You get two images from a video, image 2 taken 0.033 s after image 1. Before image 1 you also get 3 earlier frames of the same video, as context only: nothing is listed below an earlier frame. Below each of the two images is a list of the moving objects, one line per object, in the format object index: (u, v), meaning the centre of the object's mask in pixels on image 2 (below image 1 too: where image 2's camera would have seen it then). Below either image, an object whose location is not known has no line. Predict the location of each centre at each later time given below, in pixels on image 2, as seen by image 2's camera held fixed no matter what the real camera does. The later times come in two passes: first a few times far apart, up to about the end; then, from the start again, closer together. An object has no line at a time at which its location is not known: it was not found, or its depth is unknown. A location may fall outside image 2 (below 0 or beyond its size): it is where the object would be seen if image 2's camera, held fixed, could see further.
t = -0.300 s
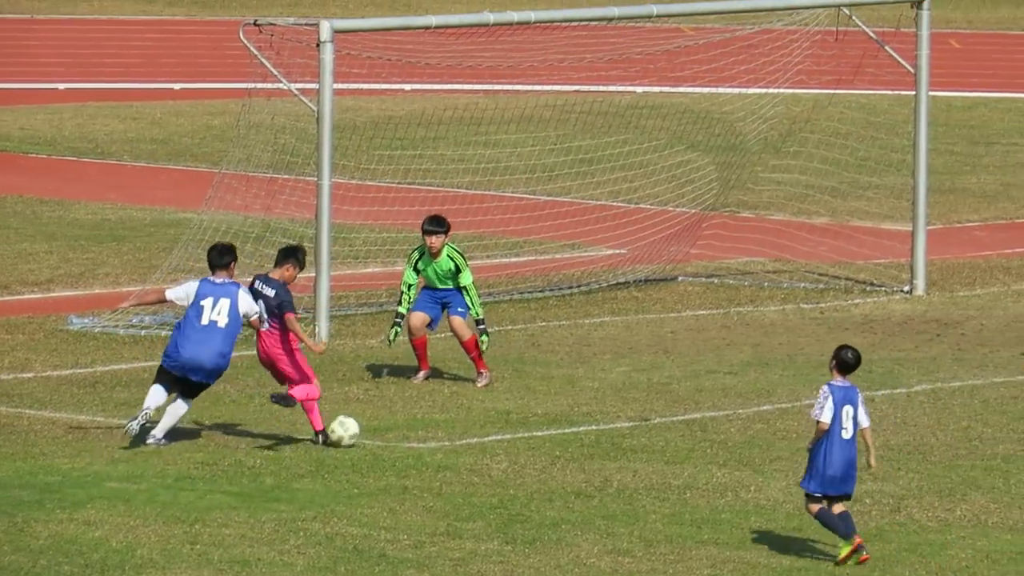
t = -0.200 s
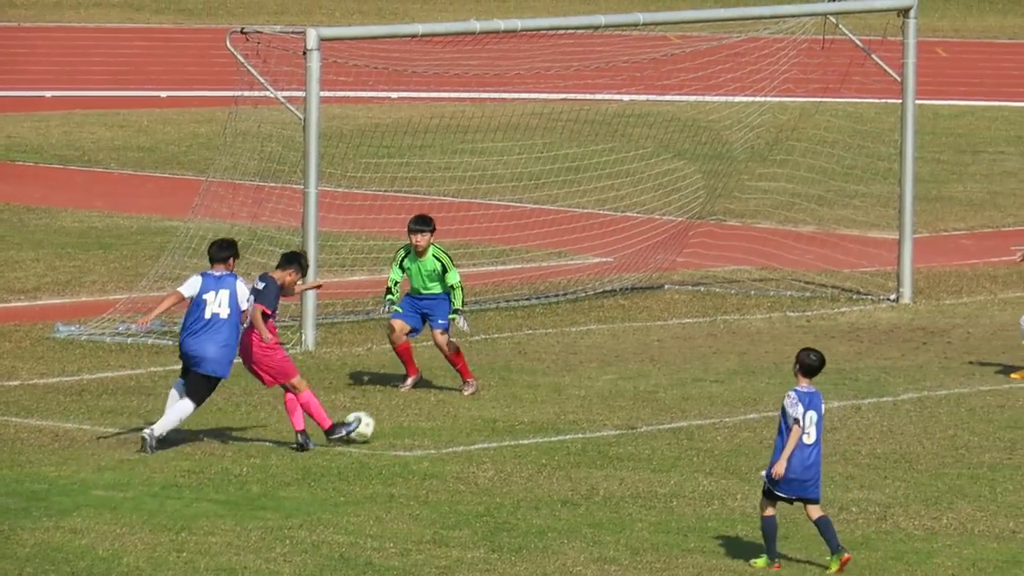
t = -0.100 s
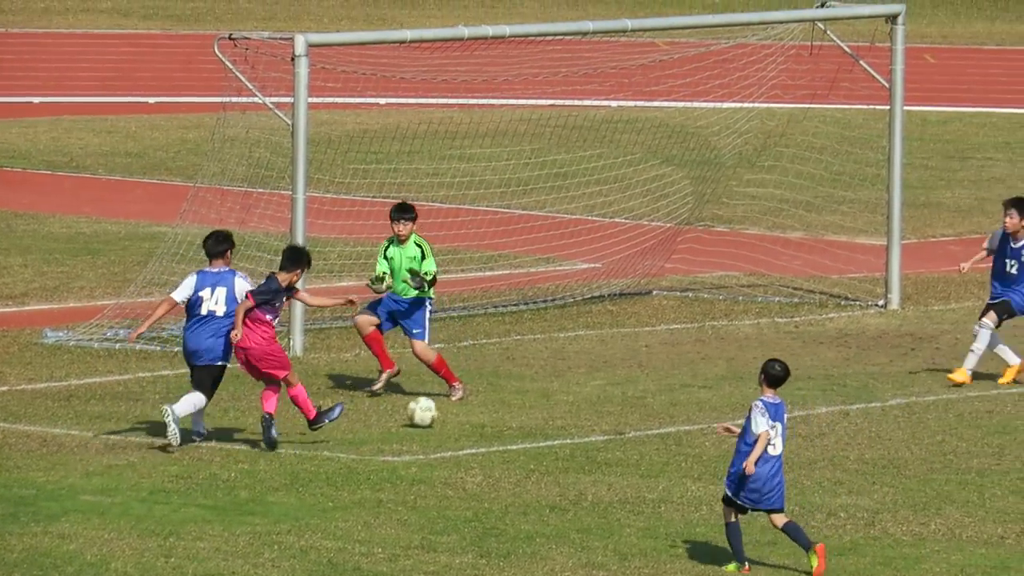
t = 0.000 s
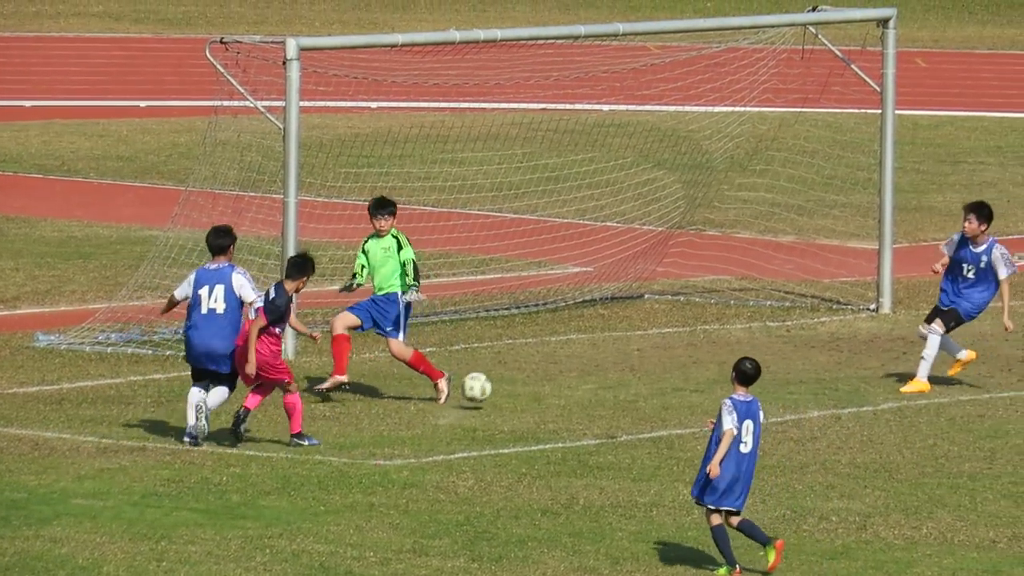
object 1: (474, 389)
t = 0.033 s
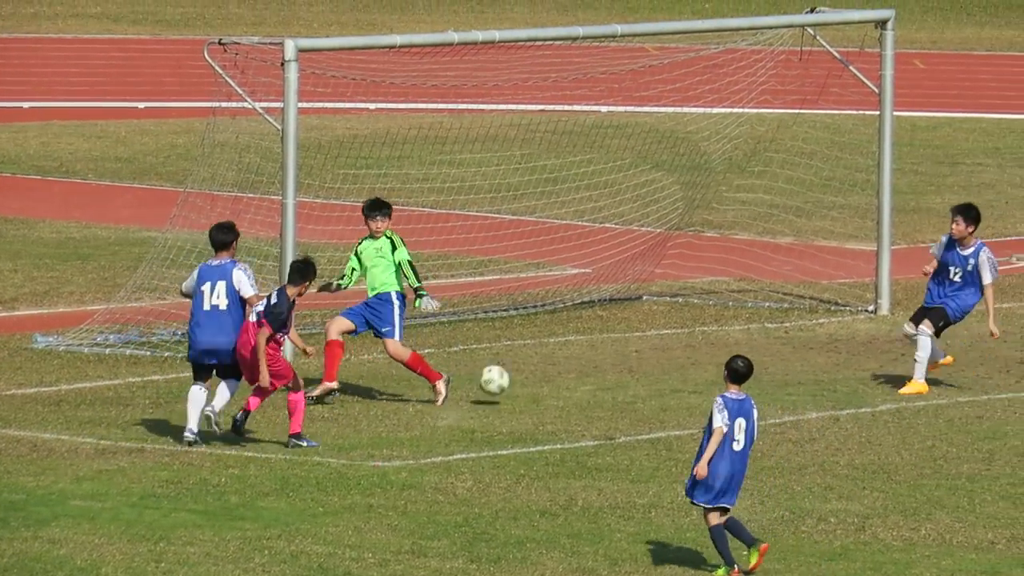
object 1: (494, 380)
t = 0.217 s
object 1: (589, 354)
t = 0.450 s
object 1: (678, 330)
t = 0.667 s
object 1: (739, 314)
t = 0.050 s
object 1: (503, 376)
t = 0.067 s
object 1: (512, 373)
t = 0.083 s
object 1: (522, 370)
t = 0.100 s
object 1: (531, 368)
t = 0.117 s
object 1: (540, 366)
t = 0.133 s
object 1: (548, 365)
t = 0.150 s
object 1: (557, 365)
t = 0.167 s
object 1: (566, 363)
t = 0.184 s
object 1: (574, 363)
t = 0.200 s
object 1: (581, 359)
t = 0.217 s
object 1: (589, 354)
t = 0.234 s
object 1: (596, 350)
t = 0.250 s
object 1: (602, 346)
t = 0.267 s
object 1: (609, 342)
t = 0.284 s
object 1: (616, 339)
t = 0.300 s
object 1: (622, 336)
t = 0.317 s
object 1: (628, 334)
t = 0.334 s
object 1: (635, 332)
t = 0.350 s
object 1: (642, 331)
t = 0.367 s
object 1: (648, 330)
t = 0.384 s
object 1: (654, 330)
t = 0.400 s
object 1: (660, 330)
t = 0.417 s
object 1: (667, 331)
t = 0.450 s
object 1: (678, 330)
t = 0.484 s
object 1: (688, 324)
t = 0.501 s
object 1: (693, 320)
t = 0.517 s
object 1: (698, 317)
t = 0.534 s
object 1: (703, 315)
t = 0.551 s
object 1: (707, 313)
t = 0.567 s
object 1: (712, 312)
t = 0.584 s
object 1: (717, 311)
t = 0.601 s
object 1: (721, 310)
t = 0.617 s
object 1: (725, 311)
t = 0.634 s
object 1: (730, 311)
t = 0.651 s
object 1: (734, 313)
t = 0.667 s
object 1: (739, 314)
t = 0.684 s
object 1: (742, 313)
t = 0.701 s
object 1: (746, 310)
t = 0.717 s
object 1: (751, 305)
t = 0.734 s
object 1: (755, 302)
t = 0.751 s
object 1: (758, 298)
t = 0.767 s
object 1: (762, 295)
